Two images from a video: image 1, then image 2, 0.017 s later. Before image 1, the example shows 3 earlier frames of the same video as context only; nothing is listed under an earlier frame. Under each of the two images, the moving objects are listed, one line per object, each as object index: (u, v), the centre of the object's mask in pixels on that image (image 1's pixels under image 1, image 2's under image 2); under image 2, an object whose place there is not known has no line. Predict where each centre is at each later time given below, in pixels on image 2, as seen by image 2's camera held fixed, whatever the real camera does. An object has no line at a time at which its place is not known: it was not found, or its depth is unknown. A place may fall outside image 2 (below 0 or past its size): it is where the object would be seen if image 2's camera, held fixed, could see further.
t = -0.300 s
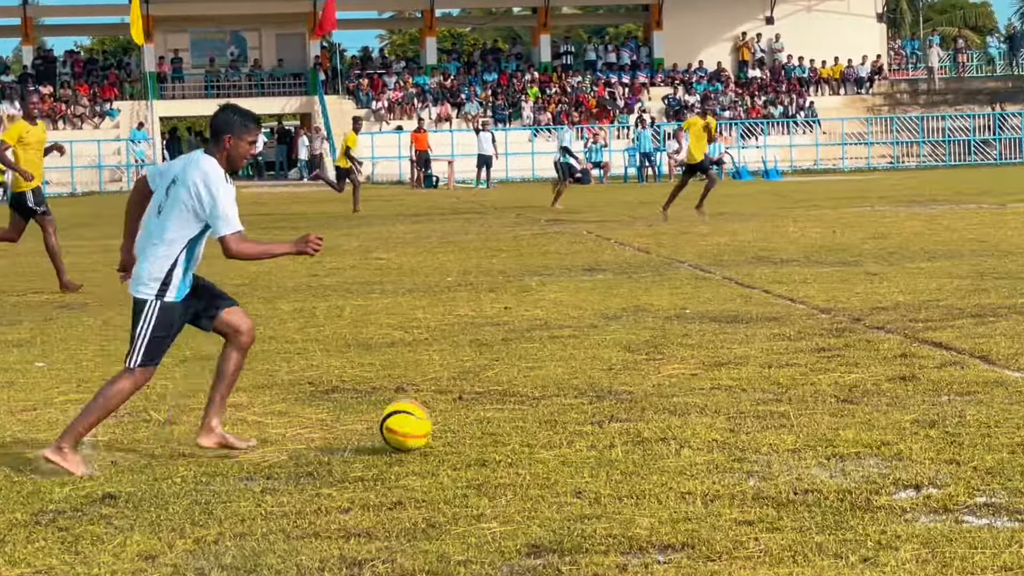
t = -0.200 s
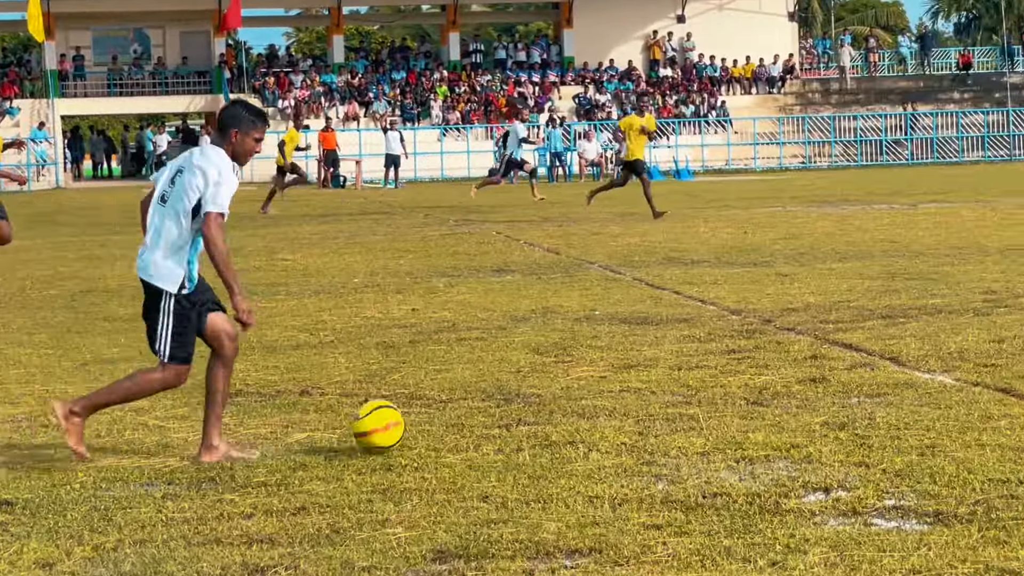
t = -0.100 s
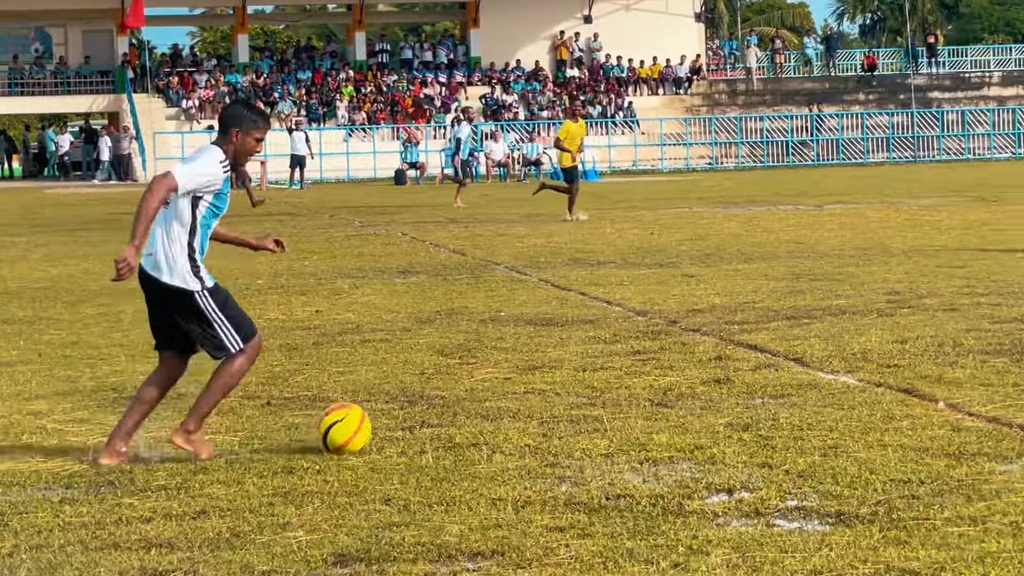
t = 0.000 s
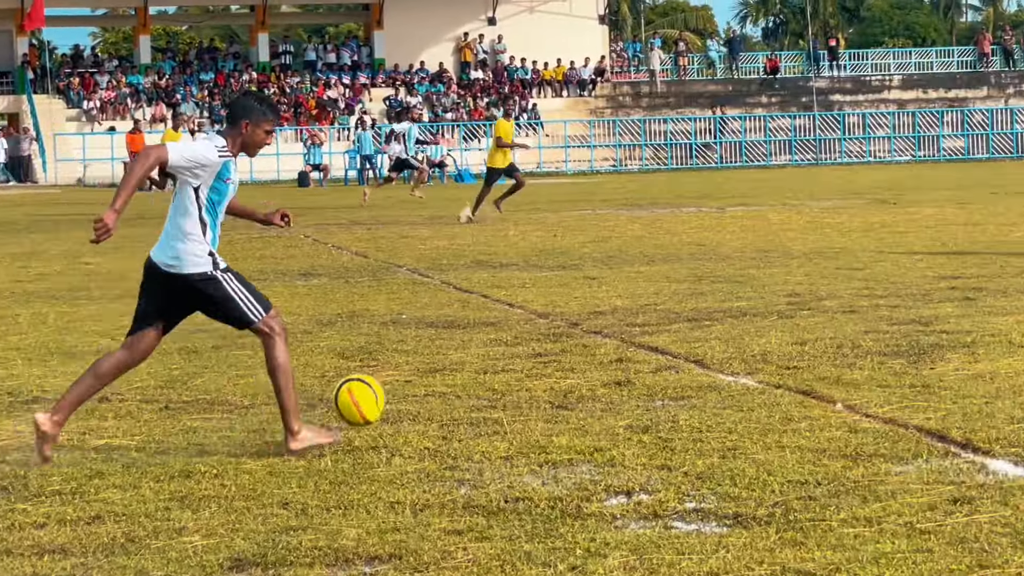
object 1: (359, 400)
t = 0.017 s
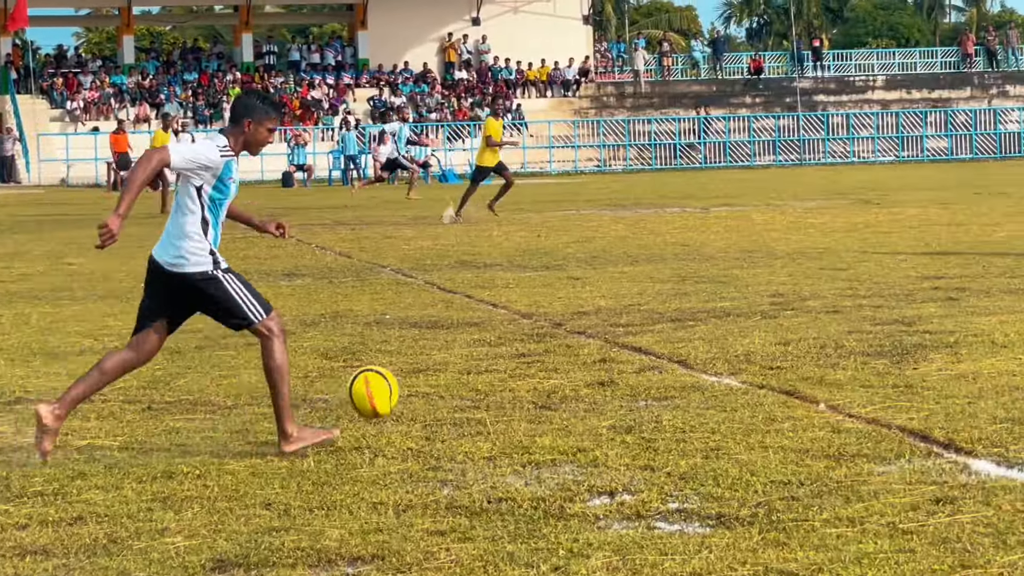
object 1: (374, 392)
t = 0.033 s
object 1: (404, 384)
